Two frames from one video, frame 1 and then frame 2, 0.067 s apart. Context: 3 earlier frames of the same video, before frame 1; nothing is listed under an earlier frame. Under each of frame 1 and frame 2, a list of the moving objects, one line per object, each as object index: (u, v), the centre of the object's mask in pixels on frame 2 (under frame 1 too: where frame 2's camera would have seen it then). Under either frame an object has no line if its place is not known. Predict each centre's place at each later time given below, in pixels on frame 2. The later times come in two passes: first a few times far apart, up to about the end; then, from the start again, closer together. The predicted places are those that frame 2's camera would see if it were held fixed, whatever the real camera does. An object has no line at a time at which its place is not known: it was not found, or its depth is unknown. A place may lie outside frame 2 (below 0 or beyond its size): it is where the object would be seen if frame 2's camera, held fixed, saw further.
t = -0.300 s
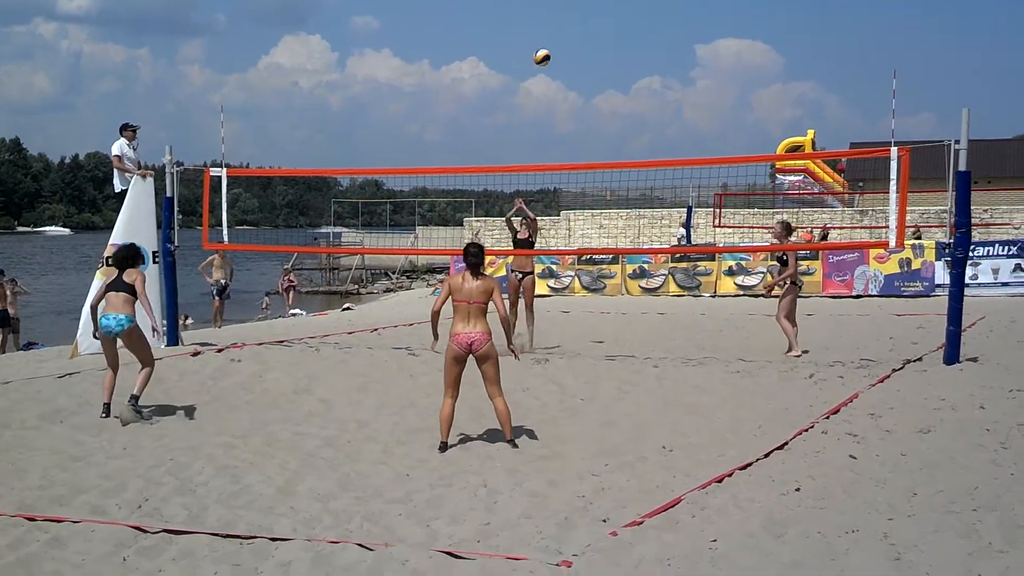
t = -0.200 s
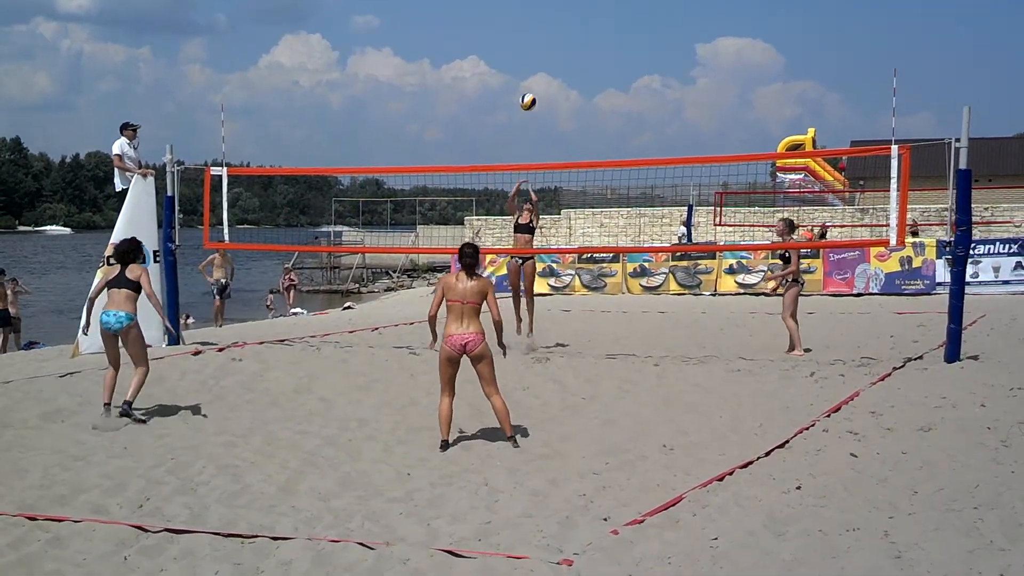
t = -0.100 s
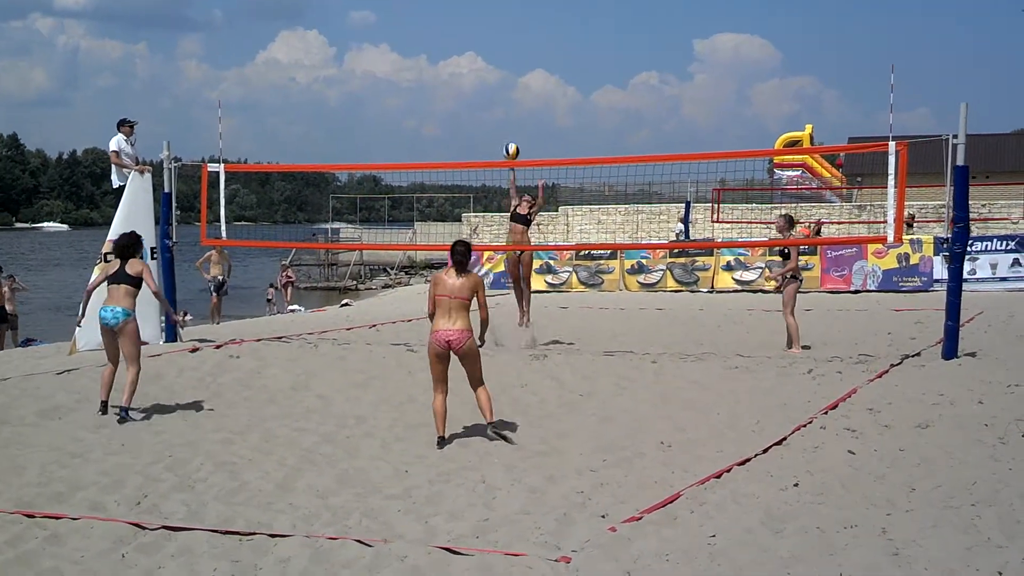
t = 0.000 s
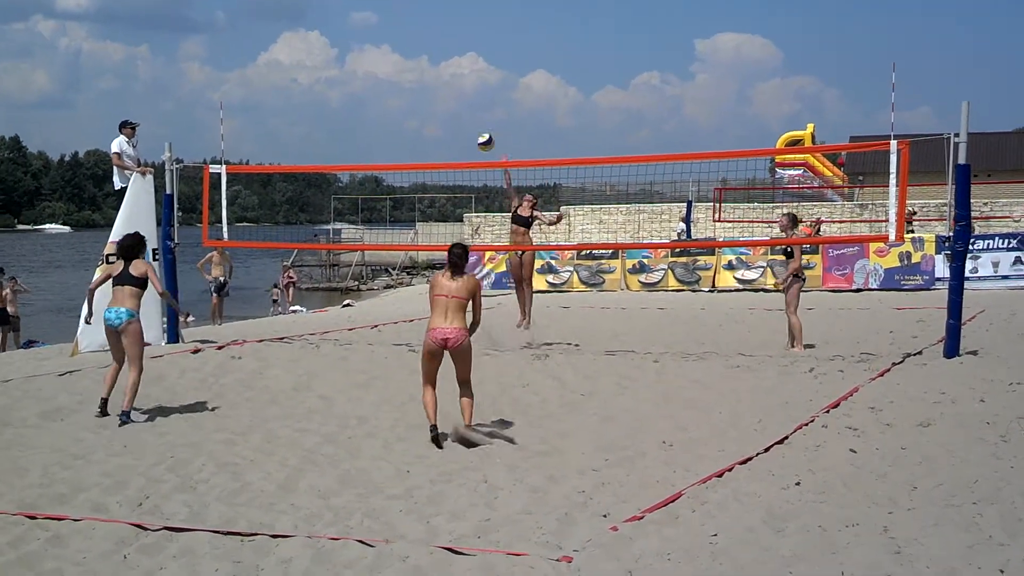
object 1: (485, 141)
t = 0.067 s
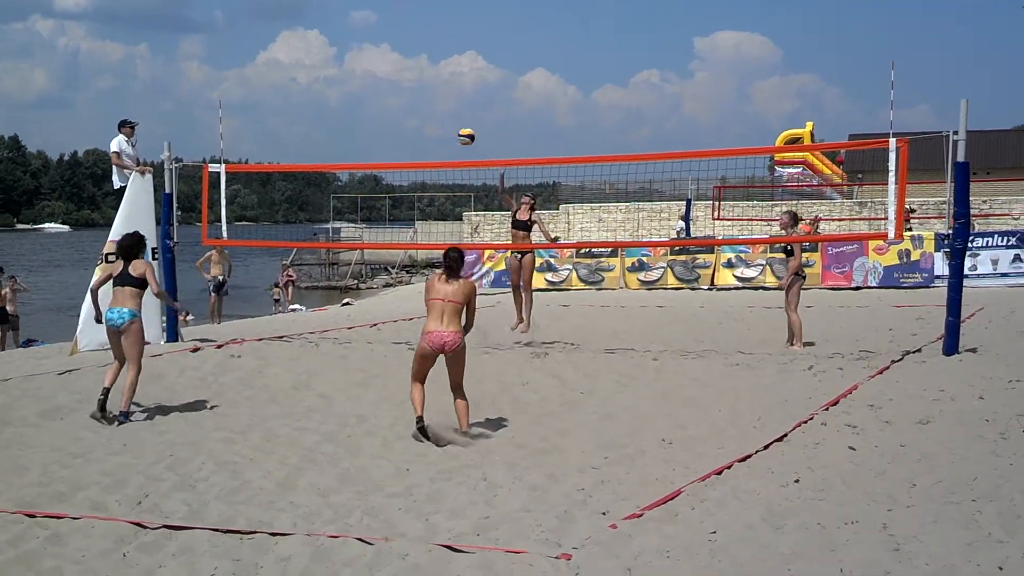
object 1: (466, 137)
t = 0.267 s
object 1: (406, 145)
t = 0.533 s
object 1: (318, 215)
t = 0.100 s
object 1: (457, 136)
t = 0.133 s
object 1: (447, 135)
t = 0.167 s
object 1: (436, 136)
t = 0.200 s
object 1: (426, 138)
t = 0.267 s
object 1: (406, 145)
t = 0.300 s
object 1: (396, 150)
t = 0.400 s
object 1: (364, 171)
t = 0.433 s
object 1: (352, 180)
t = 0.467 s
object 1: (340, 190)
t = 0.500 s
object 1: (330, 203)
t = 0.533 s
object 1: (318, 215)
